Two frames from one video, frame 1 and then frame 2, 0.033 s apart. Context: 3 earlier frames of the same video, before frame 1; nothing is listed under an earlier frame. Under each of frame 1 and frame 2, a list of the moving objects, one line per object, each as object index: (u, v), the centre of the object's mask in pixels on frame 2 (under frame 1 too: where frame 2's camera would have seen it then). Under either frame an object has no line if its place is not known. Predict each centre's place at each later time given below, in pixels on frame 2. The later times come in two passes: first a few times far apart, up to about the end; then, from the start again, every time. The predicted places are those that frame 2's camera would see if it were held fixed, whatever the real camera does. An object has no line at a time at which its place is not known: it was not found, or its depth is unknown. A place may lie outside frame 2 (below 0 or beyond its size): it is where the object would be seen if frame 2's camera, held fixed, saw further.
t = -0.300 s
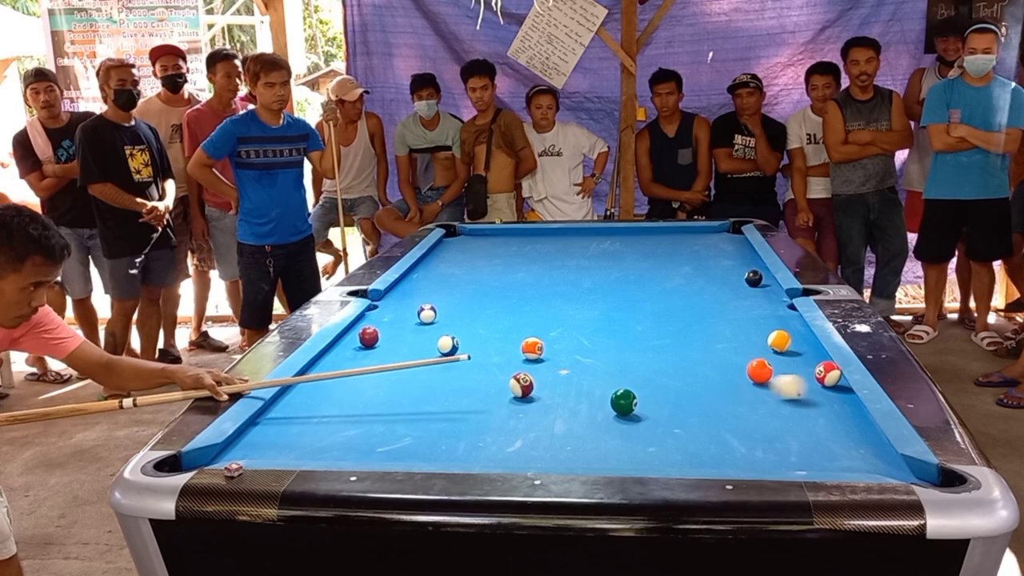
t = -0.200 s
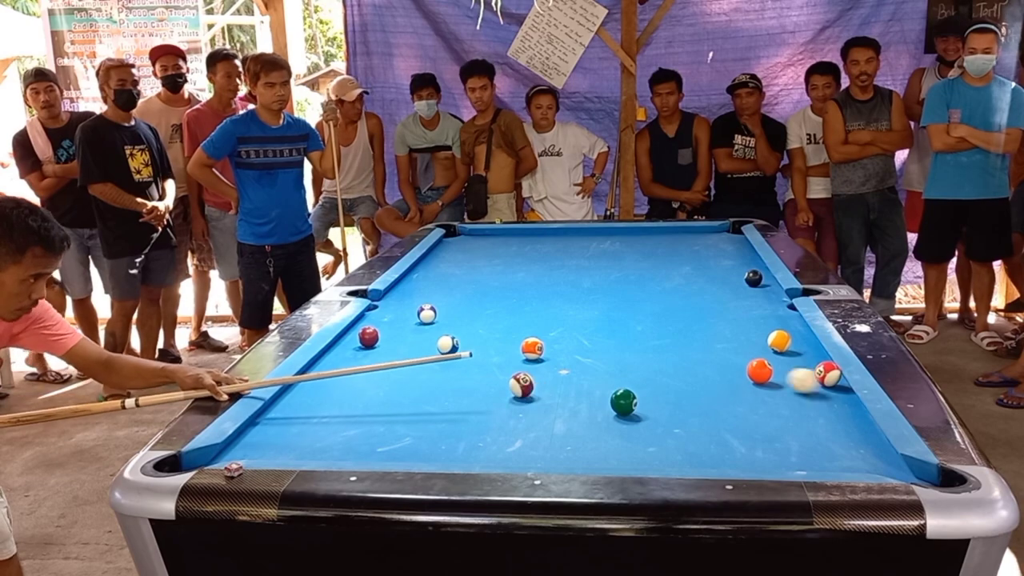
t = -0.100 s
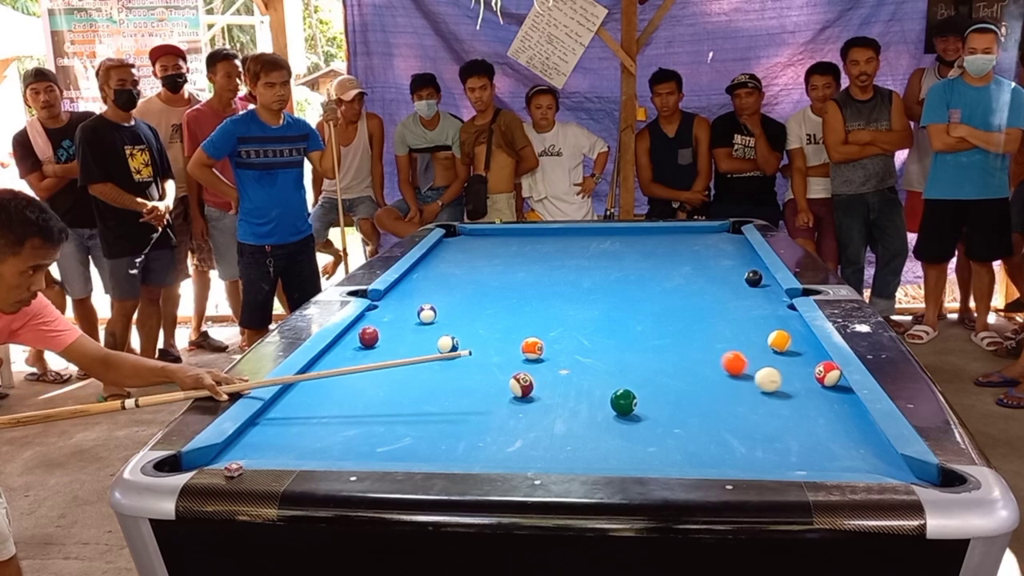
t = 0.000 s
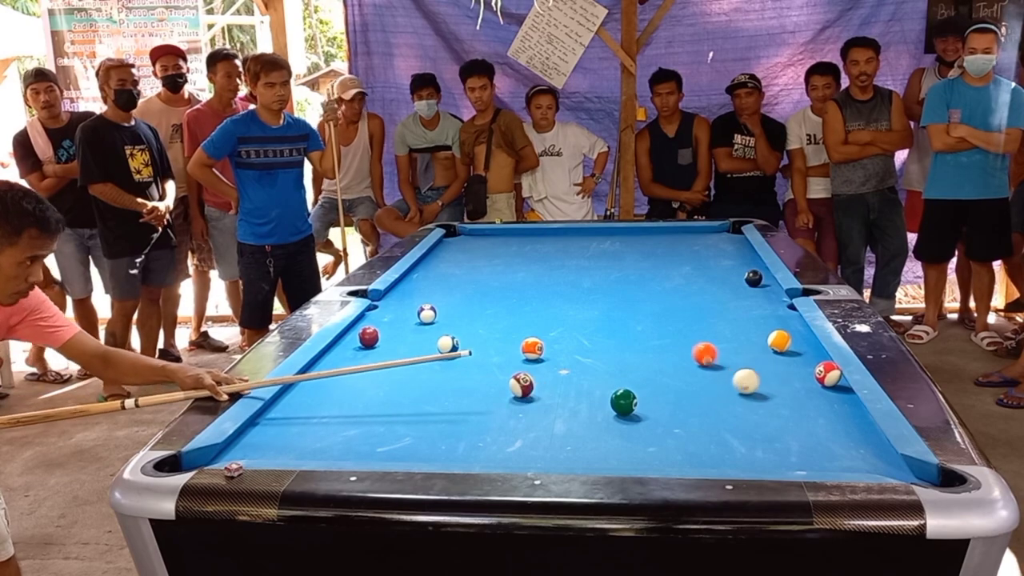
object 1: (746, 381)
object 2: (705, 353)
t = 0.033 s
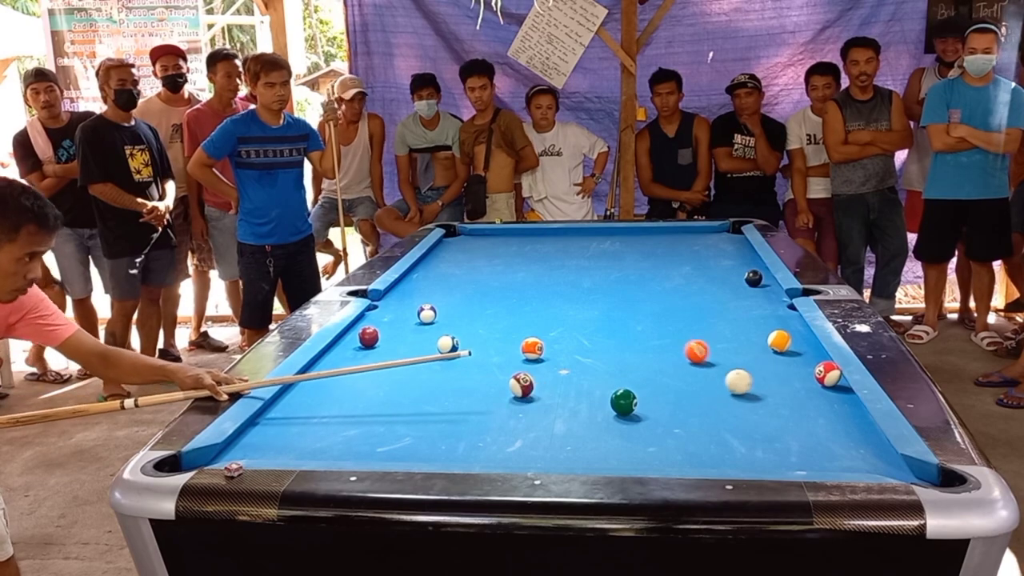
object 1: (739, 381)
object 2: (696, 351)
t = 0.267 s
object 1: (688, 385)
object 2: (644, 335)
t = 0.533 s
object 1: (633, 386)
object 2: (593, 320)
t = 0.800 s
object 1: (577, 392)
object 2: (550, 306)
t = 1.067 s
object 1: (526, 397)
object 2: (513, 295)
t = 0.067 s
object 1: (731, 382)
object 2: (688, 348)
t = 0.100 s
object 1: (724, 382)
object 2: (681, 346)
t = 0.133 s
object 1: (717, 383)
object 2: (673, 344)
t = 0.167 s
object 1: (709, 383)
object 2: (665, 342)
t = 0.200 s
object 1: (702, 384)
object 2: (658, 339)
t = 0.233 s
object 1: (695, 384)
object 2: (651, 337)
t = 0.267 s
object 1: (688, 385)
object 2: (644, 335)
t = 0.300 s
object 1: (681, 385)
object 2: (637, 333)
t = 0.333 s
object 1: (674, 386)
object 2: (631, 331)
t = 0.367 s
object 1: (667, 386)
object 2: (624, 329)
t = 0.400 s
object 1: (659, 387)
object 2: (618, 327)
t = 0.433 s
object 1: (652, 387)
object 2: (611, 325)
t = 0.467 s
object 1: (646, 388)
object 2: (605, 323)
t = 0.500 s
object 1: (640, 387)
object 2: (599, 321)
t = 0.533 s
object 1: (633, 386)
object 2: (593, 320)
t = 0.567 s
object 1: (626, 384)
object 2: (587, 318)
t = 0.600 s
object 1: (616, 385)
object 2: (582, 316)
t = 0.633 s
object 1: (609, 388)
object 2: (576, 314)
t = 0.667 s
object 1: (603, 390)
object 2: (571, 312)
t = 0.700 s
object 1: (597, 391)
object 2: (565, 311)
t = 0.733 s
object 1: (591, 391)
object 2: (560, 309)
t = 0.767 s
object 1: (584, 392)
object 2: (555, 308)
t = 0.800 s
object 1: (577, 392)
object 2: (550, 306)
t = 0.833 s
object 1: (571, 393)
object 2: (545, 305)
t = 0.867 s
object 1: (565, 394)
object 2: (540, 303)
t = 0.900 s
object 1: (558, 394)
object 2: (536, 302)
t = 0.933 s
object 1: (552, 395)
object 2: (531, 300)
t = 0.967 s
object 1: (545, 395)
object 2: (526, 299)
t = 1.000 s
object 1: (539, 396)
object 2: (522, 298)
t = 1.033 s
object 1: (532, 396)
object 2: (517, 296)
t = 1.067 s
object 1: (526, 397)
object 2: (513, 295)
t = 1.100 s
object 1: (520, 397)
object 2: (508, 294)
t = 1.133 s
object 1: (513, 398)
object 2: (504, 292)
